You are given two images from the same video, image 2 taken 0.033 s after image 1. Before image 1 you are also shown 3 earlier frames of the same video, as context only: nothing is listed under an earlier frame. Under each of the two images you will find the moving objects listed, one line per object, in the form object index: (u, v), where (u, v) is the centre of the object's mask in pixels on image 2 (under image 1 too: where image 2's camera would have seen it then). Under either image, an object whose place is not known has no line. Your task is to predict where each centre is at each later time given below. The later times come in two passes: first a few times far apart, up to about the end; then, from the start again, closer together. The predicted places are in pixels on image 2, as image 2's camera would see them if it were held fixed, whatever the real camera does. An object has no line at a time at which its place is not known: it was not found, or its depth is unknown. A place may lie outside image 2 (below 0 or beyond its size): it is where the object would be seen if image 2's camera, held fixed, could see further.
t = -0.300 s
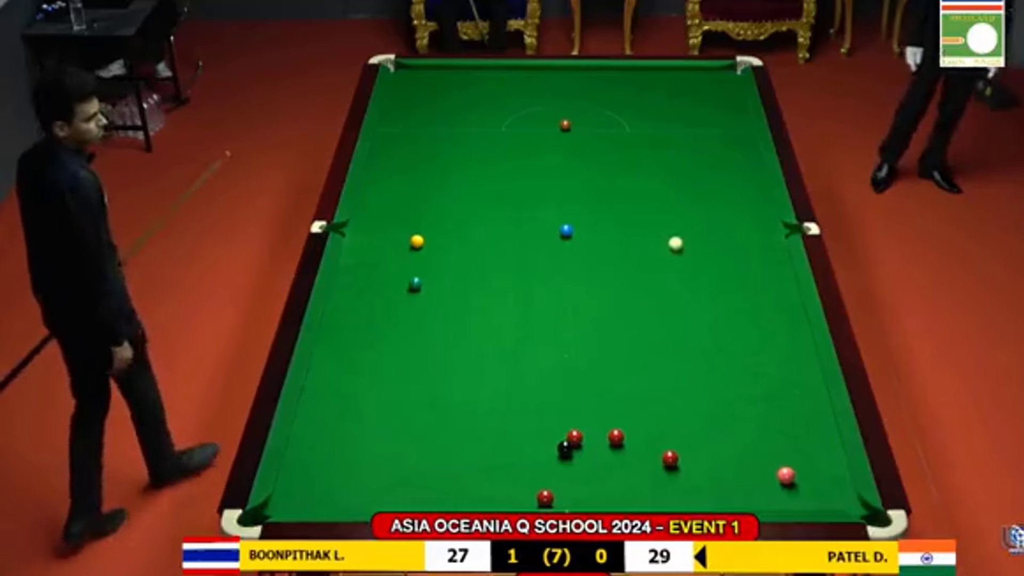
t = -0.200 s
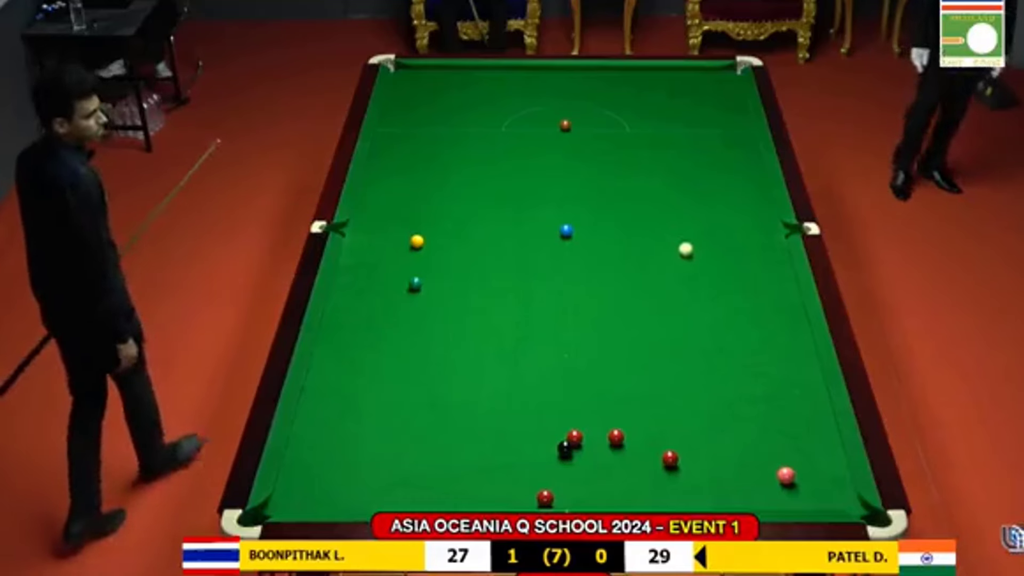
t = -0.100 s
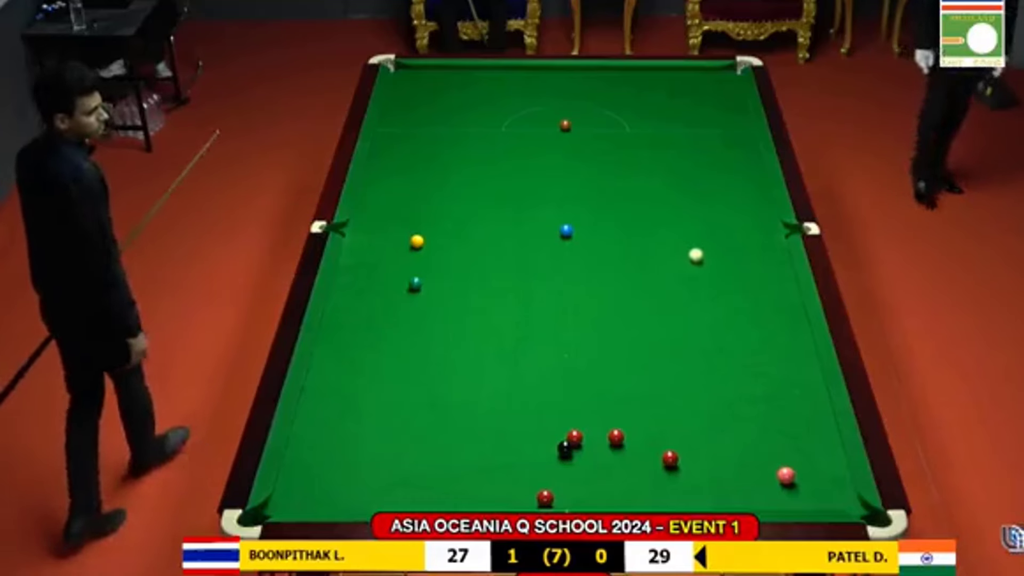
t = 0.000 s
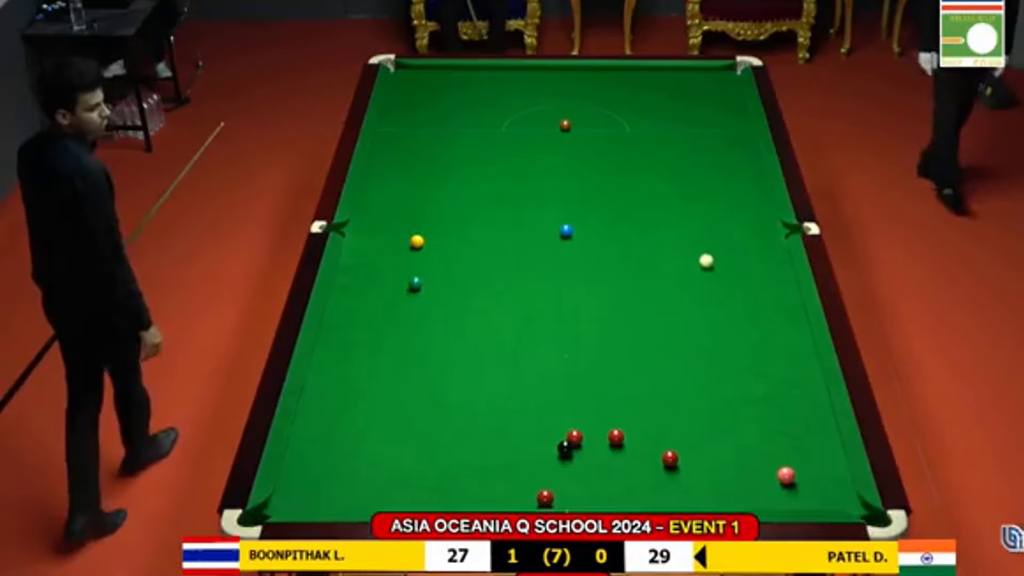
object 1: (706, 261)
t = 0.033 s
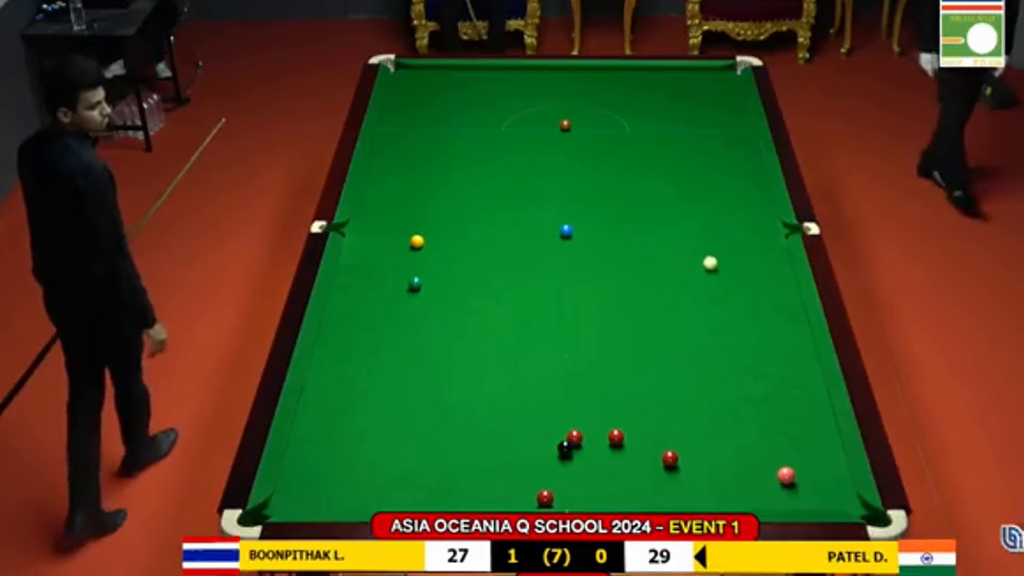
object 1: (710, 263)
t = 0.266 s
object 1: (733, 276)
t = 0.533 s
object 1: (761, 292)
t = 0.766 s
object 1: (783, 305)
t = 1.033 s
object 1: (794, 319)
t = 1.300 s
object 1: (785, 330)
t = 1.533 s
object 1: (775, 340)
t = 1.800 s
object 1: (766, 350)
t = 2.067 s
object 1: (758, 359)
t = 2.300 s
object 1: (751, 367)
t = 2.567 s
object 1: (744, 375)
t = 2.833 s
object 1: (738, 382)
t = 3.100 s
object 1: (732, 389)
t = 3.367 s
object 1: (727, 396)
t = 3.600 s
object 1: (722, 400)
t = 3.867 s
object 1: (719, 405)
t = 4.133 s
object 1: (716, 409)
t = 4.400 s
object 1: (713, 412)
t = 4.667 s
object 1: (712, 414)
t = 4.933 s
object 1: (711, 415)
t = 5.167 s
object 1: (711, 415)
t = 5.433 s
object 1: (711, 415)
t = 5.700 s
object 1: (711, 415)
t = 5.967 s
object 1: (710, 415)
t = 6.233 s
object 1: (710, 415)
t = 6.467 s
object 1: (710, 415)
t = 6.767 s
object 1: (710, 415)
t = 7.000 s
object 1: (710, 415)
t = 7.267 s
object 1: (710, 415)
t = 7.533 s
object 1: (710, 415)
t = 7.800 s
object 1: (710, 415)
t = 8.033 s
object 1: (710, 415)
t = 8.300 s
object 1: (710, 415)
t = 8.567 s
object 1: (710, 415)
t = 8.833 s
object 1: (710, 415)
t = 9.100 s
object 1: (710, 416)
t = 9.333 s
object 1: (710, 416)
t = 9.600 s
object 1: (710, 416)
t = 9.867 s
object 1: (710, 416)
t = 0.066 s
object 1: (712, 264)
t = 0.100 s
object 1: (716, 267)
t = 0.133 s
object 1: (720, 269)
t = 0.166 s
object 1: (722, 270)
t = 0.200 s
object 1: (726, 272)
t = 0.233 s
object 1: (731, 275)
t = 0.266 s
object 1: (733, 276)
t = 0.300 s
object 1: (737, 278)
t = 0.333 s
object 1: (741, 281)
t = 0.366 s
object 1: (743, 282)
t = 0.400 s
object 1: (747, 284)
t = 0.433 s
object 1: (751, 286)
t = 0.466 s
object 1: (753, 287)
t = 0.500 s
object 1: (757, 290)
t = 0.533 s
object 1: (761, 292)
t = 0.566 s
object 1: (763, 293)
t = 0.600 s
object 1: (767, 296)
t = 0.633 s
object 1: (771, 298)
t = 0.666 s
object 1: (773, 299)
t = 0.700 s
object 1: (777, 301)
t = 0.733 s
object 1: (781, 303)
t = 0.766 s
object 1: (783, 305)
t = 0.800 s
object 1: (787, 307)
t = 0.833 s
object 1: (791, 309)
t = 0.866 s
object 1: (793, 310)
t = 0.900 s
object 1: (797, 313)
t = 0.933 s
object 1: (798, 315)
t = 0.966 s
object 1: (798, 316)
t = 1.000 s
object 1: (796, 317)
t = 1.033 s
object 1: (794, 319)
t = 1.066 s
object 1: (794, 320)
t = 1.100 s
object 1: (792, 322)
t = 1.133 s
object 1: (791, 323)
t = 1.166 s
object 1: (790, 324)
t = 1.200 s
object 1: (789, 326)
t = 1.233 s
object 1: (787, 327)
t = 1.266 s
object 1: (786, 328)
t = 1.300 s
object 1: (785, 330)
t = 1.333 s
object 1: (783, 331)
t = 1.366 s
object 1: (783, 332)
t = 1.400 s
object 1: (781, 334)
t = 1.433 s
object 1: (779, 335)
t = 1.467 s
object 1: (778, 338)
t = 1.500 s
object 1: (776, 339)
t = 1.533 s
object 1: (775, 340)
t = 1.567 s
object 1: (774, 341)
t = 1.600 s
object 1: (773, 343)
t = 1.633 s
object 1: (772, 343)
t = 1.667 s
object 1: (771, 345)
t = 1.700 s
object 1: (769, 346)
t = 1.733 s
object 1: (769, 347)
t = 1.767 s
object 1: (767, 349)
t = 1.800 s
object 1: (766, 350)
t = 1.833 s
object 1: (766, 351)
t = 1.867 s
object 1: (764, 352)
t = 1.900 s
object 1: (763, 354)
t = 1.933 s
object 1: (763, 354)
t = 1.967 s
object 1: (761, 356)
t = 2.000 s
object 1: (760, 357)
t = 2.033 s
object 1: (759, 358)
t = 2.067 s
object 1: (758, 359)
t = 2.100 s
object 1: (757, 361)
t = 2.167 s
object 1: (755, 363)
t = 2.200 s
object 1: (754, 364)
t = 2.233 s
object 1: (753, 365)
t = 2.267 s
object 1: (752, 366)
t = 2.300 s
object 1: (751, 367)
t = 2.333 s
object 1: (751, 368)
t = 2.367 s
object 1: (749, 369)
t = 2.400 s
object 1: (748, 370)
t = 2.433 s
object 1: (748, 371)
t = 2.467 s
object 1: (747, 372)
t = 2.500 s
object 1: (746, 373)
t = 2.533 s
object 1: (745, 374)
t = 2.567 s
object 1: (744, 375)
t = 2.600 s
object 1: (743, 376)
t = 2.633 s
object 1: (743, 377)
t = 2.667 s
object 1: (741, 378)
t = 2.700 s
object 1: (741, 379)
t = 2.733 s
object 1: (740, 380)
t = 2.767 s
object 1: (739, 381)
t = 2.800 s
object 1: (738, 382)
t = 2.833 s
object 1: (738, 382)
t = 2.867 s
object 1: (737, 384)
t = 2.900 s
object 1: (736, 384)
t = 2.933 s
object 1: (736, 385)
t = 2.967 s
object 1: (735, 386)
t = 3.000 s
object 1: (734, 387)
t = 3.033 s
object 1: (733, 388)
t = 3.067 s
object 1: (733, 389)
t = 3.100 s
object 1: (732, 389)
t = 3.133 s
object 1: (731, 390)
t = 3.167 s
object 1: (730, 391)
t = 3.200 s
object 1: (730, 392)
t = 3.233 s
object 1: (729, 392)
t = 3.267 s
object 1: (729, 393)
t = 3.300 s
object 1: (728, 394)
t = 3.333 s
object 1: (727, 395)
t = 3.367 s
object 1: (727, 396)
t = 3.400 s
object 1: (726, 396)
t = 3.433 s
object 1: (725, 397)
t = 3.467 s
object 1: (725, 398)
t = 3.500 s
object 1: (724, 399)
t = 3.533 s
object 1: (724, 399)
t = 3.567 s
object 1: (723, 400)
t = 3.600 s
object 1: (722, 400)
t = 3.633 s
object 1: (722, 401)
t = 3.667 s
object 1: (722, 401)
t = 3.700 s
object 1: (721, 402)
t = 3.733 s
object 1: (721, 402)
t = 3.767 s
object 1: (720, 403)
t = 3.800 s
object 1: (720, 404)
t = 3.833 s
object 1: (719, 405)
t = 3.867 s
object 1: (719, 405)
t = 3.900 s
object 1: (718, 406)
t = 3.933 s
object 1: (718, 406)
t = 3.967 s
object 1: (718, 406)
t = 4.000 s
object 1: (717, 407)
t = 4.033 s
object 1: (717, 407)
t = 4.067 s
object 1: (716, 408)
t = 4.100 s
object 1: (716, 408)
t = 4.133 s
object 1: (716, 409)
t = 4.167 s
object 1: (715, 409)
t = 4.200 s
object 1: (715, 409)
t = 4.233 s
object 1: (715, 410)
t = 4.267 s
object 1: (714, 410)
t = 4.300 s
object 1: (714, 411)
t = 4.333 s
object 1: (714, 411)
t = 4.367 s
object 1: (713, 411)
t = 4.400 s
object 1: (713, 412)
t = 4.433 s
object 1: (713, 412)
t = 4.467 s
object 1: (713, 412)
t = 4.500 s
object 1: (713, 412)
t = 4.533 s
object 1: (712, 413)
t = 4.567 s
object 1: (712, 413)
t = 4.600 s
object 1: (712, 413)
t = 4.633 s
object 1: (712, 413)
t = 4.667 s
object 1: (712, 414)
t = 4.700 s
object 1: (712, 414)
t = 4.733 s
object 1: (712, 414)
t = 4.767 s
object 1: (711, 414)
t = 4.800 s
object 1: (711, 414)
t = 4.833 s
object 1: (711, 415)
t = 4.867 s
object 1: (711, 415)
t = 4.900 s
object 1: (711, 415)
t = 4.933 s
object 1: (711, 415)
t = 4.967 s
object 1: (711, 415)
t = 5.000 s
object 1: (711, 415)
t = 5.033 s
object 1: (711, 415)
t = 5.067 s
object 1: (711, 415)
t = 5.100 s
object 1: (711, 415)
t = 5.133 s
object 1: (711, 415)
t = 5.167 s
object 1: (711, 415)
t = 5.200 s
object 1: (711, 415)
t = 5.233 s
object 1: (711, 415)
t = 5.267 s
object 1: (711, 415)
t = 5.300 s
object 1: (711, 415)
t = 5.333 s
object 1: (711, 415)
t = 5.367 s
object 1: (711, 415)
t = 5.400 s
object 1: (711, 415)
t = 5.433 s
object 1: (711, 415)
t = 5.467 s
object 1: (711, 415)
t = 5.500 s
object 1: (711, 415)
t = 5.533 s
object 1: (711, 415)
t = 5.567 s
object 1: (711, 415)
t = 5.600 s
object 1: (711, 415)
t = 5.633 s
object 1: (711, 415)
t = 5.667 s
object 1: (711, 415)
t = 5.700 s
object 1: (711, 415)
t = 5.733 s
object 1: (711, 415)
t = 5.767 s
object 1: (711, 415)
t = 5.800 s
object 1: (711, 415)
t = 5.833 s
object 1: (711, 415)
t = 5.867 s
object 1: (711, 415)
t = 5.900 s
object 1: (710, 415)
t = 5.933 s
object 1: (710, 415)
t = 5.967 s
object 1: (710, 415)
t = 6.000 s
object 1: (710, 415)
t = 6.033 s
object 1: (710, 415)
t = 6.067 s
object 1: (710, 415)
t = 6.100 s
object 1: (710, 415)
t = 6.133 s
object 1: (710, 415)
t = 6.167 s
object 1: (710, 415)
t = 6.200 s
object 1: (710, 415)
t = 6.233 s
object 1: (710, 415)
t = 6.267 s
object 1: (710, 415)
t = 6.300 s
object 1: (710, 415)
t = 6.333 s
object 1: (710, 415)
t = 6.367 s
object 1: (710, 415)
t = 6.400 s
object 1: (710, 415)
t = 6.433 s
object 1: (710, 415)
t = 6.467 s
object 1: (710, 415)
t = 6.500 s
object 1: (710, 415)
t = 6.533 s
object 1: (710, 415)
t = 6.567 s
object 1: (710, 415)
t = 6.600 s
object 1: (710, 415)
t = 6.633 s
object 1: (710, 415)
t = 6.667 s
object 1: (710, 415)
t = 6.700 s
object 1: (710, 415)
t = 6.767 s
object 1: (710, 415)
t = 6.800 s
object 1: (710, 415)
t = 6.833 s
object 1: (710, 415)
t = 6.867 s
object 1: (710, 415)
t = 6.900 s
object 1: (710, 415)
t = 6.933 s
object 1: (710, 415)
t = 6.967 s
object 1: (710, 415)
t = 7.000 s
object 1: (710, 415)
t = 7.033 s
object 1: (710, 415)
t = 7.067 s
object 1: (710, 415)
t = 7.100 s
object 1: (710, 415)
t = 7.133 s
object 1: (710, 415)
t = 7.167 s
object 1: (710, 415)
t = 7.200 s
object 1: (710, 415)
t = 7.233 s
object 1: (710, 415)
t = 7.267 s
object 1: (710, 415)
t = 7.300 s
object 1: (710, 415)
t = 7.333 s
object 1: (710, 415)
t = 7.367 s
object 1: (710, 415)
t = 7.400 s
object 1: (710, 415)
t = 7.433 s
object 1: (710, 415)
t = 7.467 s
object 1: (710, 415)
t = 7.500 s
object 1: (710, 415)
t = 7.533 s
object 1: (710, 415)
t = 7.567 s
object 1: (710, 415)
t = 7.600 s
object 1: (710, 415)
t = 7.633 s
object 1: (710, 415)
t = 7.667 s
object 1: (710, 415)
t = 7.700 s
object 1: (710, 415)
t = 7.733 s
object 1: (710, 415)
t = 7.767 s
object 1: (710, 415)
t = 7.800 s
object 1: (710, 415)
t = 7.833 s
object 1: (710, 415)
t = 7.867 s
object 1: (710, 415)
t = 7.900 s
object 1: (710, 415)
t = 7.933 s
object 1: (710, 415)
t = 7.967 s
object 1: (710, 415)
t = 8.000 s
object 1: (710, 415)
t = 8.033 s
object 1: (710, 415)
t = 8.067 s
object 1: (710, 415)
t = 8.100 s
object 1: (710, 415)
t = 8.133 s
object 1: (710, 415)
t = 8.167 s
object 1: (710, 415)
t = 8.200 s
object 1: (710, 415)
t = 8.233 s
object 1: (710, 415)
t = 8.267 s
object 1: (710, 415)
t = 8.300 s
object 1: (710, 415)
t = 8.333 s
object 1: (710, 415)
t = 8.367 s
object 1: (710, 415)
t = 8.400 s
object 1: (710, 415)
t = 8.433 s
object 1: (710, 415)
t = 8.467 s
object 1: (710, 415)
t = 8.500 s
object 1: (710, 415)
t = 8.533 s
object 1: (710, 415)
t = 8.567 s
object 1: (710, 415)
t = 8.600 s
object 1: (710, 415)
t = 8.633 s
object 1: (710, 415)
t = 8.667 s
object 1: (710, 415)
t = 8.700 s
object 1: (710, 415)
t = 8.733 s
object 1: (710, 415)
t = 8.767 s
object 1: (710, 415)
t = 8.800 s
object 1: (710, 415)
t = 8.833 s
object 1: (710, 415)
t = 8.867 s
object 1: (710, 415)
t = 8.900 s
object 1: (710, 415)
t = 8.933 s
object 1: (710, 415)
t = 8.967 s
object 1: (710, 415)
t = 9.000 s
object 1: (710, 416)
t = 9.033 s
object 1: (710, 416)
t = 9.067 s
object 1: (710, 416)
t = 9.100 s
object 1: (710, 416)
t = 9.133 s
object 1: (710, 416)
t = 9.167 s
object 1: (710, 416)
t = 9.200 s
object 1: (710, 416)
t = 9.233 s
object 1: (710, 416)
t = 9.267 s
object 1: (710, 416)
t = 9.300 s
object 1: (710, 416)
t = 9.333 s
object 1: (710, 416)
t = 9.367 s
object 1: (710, 416)
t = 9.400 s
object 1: (710, 416)
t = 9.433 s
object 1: (710, 416)
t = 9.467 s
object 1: (710, 416)
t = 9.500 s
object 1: (710, 416)
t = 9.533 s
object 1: (710, 416)
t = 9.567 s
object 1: (710, 416)
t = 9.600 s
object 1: (710, 416)
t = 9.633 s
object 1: (710, 416)
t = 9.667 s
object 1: (710, 416)
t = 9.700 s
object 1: (710, 416)
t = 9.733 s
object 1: (710, 416)
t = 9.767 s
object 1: (710, 416)
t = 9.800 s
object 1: (710, 416)
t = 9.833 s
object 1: (710, 416)
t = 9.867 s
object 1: (710, 416)
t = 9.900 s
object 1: (711, 416)
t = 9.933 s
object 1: (711, 416)
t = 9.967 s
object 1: (711, 416)
